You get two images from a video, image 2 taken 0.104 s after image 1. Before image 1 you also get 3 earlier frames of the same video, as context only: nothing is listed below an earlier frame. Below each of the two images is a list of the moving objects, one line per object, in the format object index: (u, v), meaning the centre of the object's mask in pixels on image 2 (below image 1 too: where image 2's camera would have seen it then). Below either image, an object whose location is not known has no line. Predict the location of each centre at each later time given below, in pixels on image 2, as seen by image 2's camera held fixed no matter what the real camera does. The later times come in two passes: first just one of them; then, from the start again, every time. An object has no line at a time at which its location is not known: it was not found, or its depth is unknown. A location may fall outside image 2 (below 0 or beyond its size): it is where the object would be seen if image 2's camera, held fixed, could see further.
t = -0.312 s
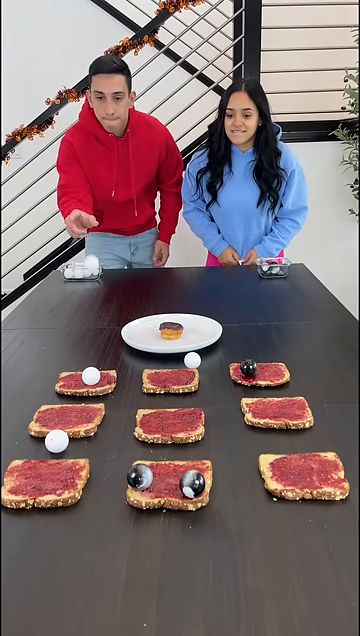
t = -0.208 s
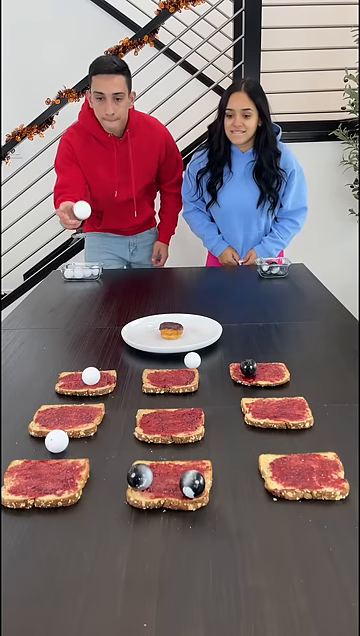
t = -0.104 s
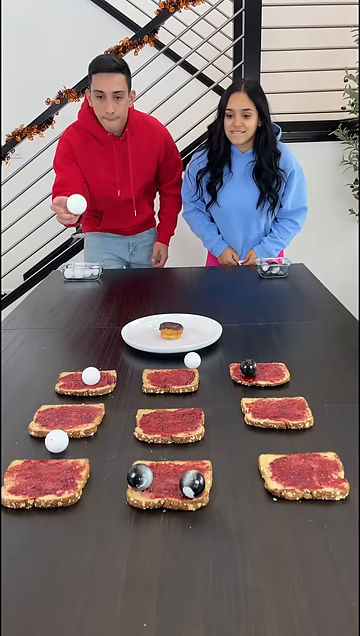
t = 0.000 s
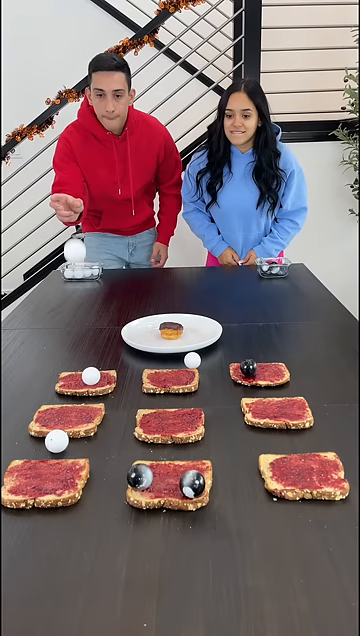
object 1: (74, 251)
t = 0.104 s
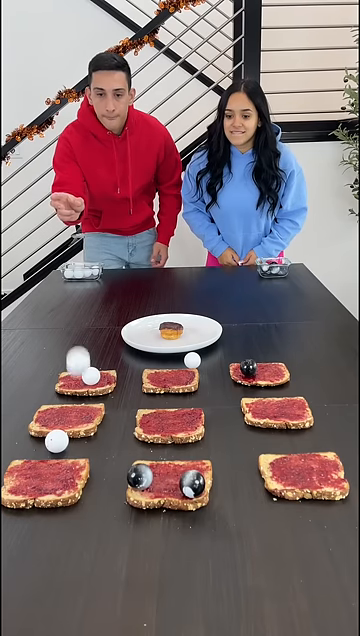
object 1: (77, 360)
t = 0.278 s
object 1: (58, 507)
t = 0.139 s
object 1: (80, 413)
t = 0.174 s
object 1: (77, 453)
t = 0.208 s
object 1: (70, 463)
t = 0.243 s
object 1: (64, 480)
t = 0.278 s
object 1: (58, 507)
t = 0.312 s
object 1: (53, 543)
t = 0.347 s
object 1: (44, 574)
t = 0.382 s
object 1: (32, 589)
